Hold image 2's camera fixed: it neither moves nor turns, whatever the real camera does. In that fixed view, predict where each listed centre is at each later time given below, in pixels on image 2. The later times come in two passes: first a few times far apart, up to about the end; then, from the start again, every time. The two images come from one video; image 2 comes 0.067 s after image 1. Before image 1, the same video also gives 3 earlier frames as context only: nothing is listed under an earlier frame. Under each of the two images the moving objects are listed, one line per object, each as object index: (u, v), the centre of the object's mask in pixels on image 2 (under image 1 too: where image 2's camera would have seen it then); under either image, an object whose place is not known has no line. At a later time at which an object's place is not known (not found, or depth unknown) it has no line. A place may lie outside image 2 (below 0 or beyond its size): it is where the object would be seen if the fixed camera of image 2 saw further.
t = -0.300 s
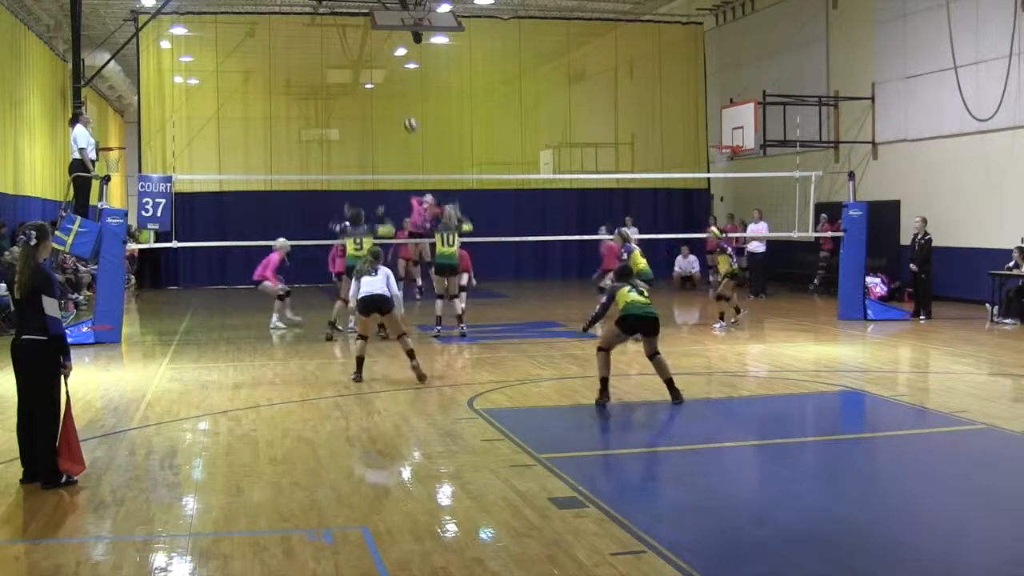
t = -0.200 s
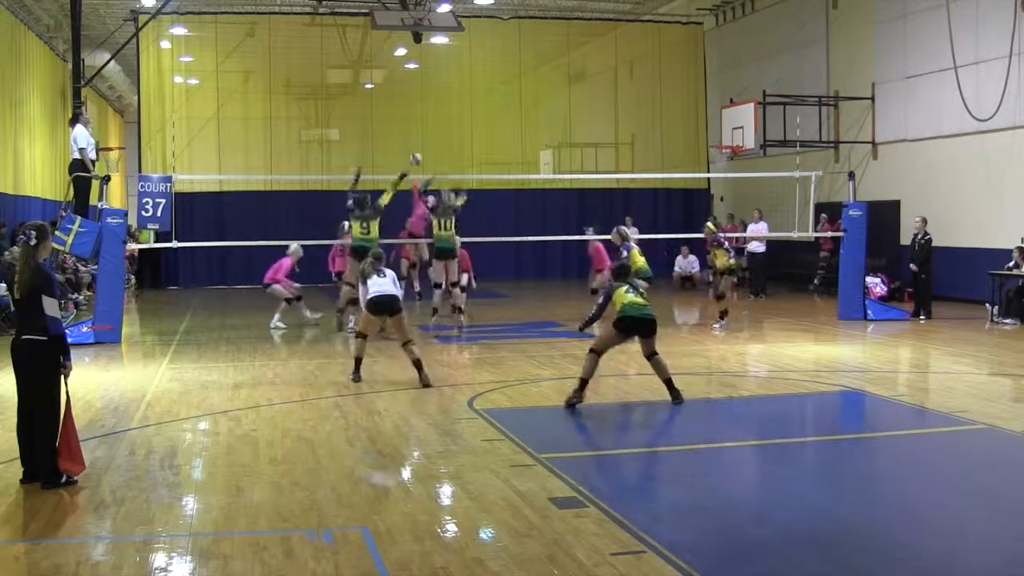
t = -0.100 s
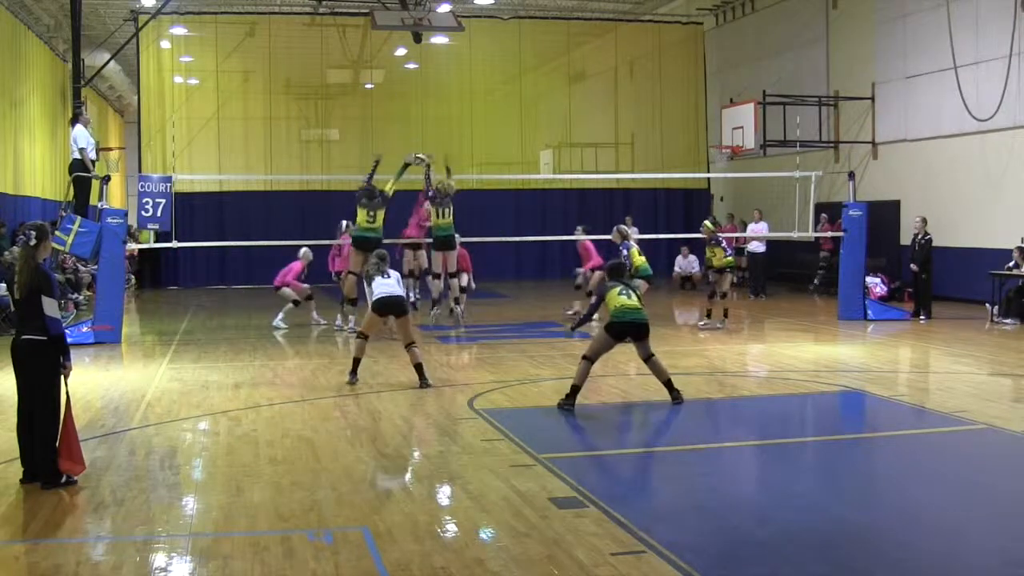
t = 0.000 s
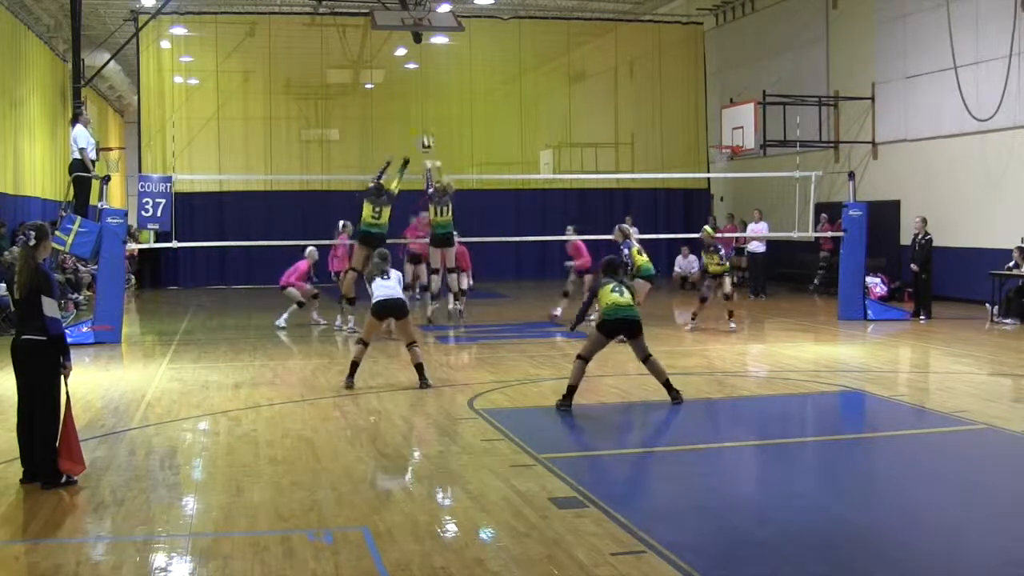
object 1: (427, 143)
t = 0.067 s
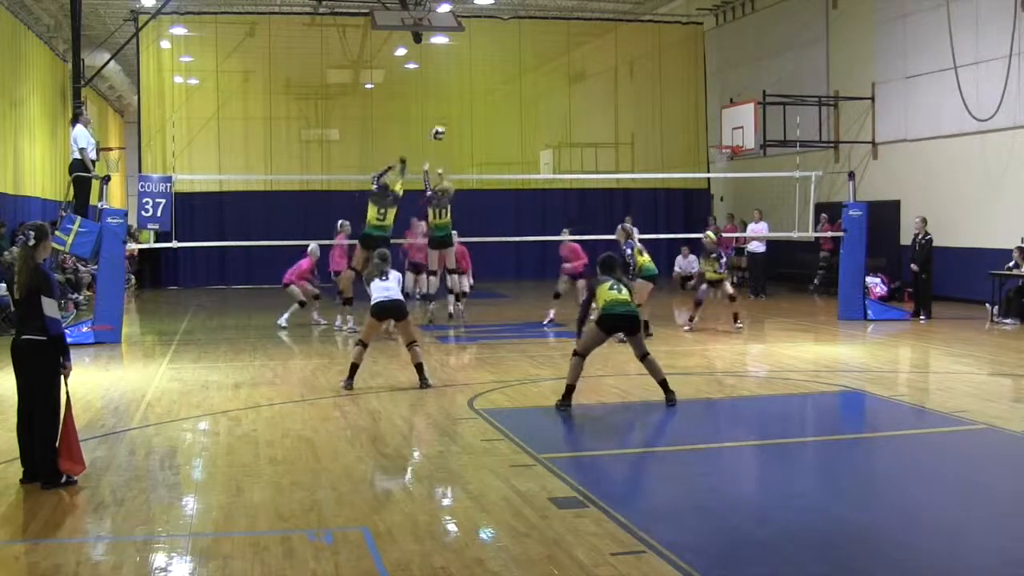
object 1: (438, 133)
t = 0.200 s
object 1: (464, 118)
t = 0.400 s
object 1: (504, 122)
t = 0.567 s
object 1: (540, 148)
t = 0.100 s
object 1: (444, 127)
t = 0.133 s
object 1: (451, 122)
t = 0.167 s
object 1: (459, 121)
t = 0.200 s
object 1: (464, 118)
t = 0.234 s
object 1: (471, 116)
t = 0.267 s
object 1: (477, 116)
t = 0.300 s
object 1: (482, 115)
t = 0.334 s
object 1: (492, 117)
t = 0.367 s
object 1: (497, 118)
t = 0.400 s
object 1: (504, 122)
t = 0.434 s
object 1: (511, 123)
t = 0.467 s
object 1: (518, 128)
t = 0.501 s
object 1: (524, 135)
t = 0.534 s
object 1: (531, 141)
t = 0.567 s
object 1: (540, 148)
